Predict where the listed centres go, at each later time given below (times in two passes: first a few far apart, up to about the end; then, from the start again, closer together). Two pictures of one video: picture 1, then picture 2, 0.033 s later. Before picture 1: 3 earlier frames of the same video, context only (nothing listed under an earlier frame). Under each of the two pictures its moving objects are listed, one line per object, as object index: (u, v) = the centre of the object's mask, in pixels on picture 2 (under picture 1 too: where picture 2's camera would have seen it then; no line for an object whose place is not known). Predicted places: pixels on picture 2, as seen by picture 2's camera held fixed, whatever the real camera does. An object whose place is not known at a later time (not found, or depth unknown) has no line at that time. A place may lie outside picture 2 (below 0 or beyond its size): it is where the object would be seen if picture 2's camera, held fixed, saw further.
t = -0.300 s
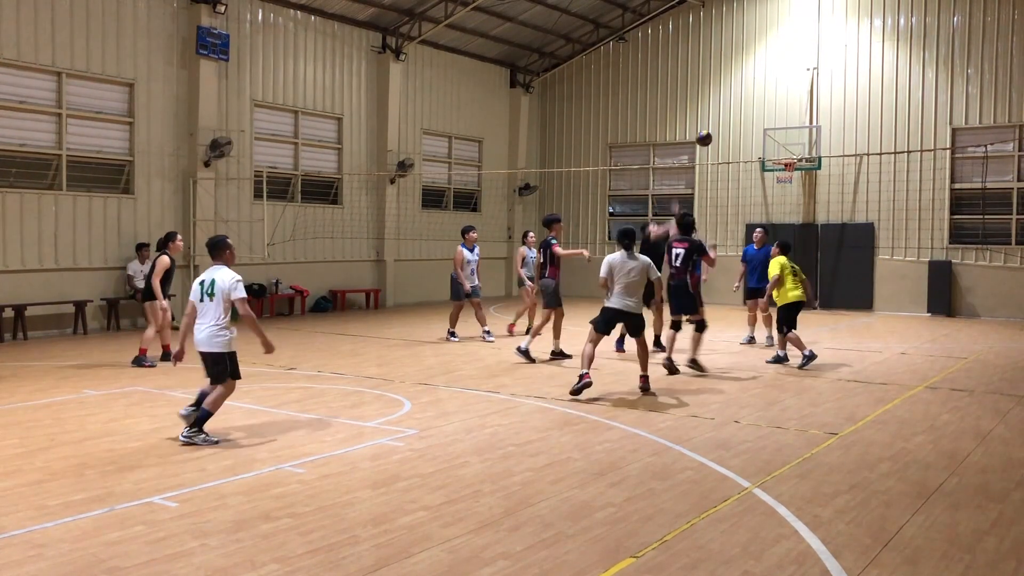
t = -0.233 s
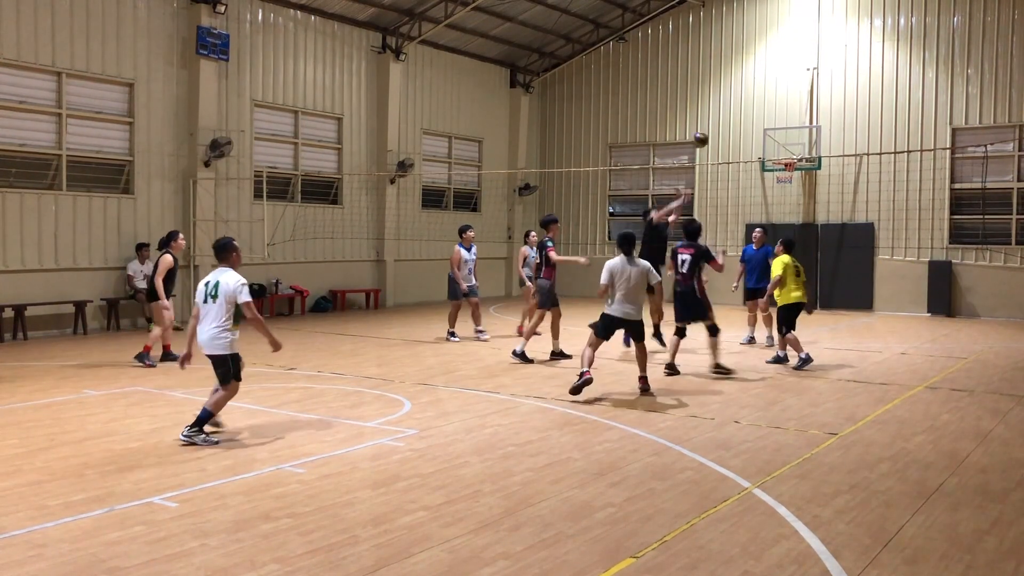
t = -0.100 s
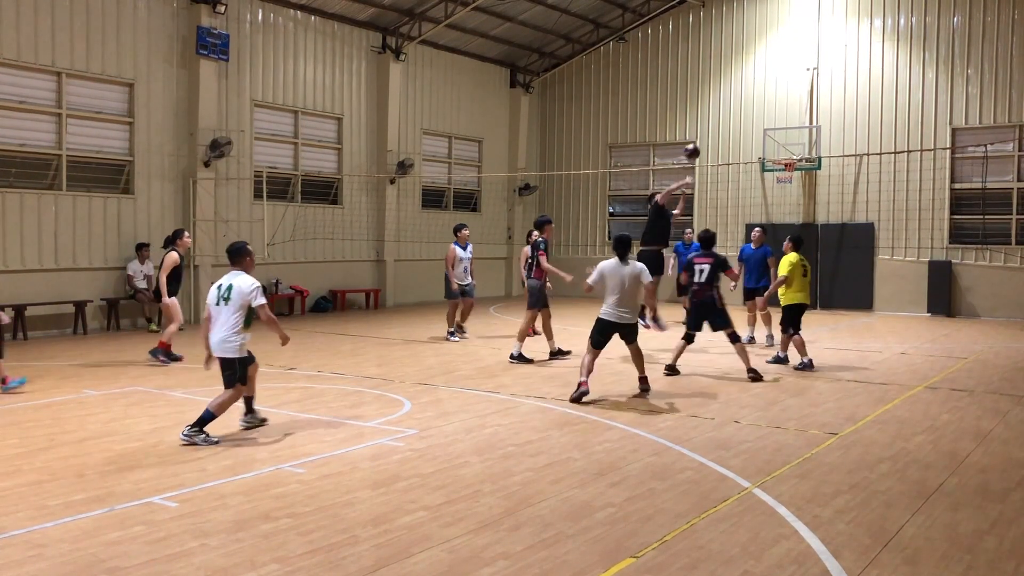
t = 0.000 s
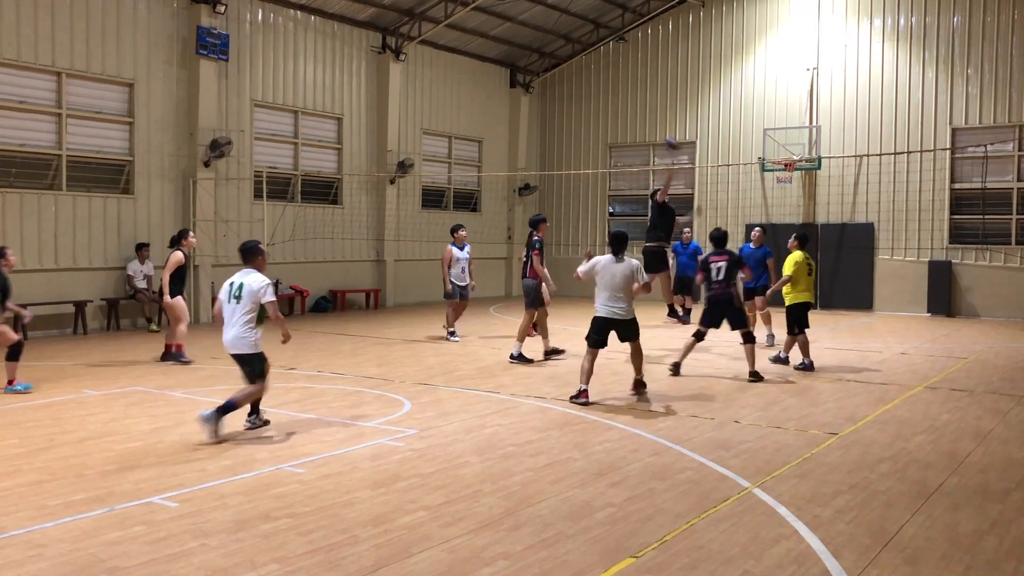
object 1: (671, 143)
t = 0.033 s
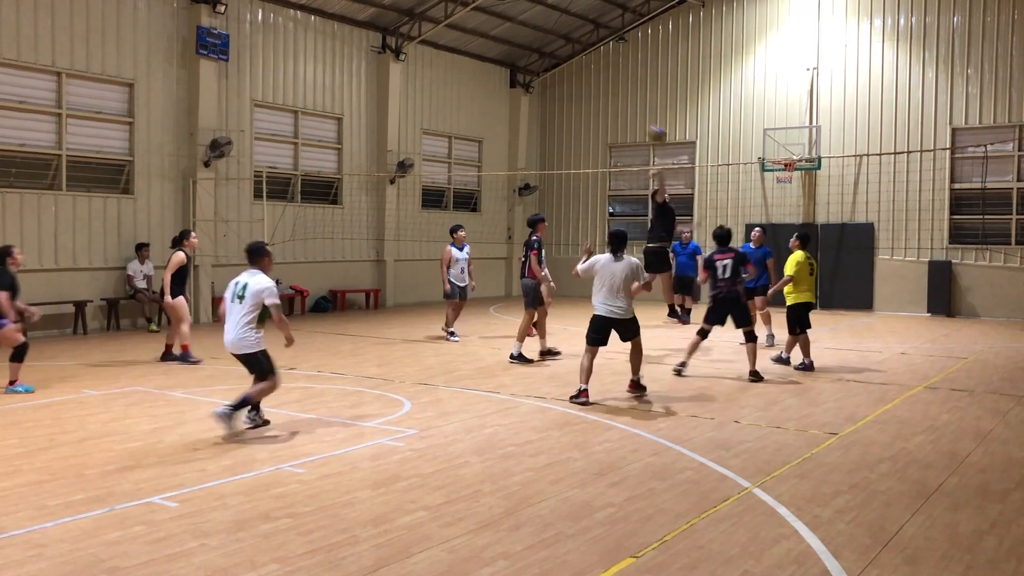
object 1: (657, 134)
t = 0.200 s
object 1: (581, 97)
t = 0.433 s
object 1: (462, 80)
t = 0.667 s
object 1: (326, 109)
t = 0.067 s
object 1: (643, 125)
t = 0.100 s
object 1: (626, 117)
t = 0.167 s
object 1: (595, 103)
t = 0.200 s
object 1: (581, 97)
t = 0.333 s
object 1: (515, 82)
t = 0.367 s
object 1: (497, 80)
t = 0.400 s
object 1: (481, 80)
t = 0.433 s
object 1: (462, 80)
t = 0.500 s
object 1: (426, 80)
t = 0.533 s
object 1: (406, 87)
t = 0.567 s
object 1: (387, 90)
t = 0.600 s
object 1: (366, 95)
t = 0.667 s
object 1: (326, 109)
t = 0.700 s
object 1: (303, 118)
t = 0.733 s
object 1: (281, 128)
